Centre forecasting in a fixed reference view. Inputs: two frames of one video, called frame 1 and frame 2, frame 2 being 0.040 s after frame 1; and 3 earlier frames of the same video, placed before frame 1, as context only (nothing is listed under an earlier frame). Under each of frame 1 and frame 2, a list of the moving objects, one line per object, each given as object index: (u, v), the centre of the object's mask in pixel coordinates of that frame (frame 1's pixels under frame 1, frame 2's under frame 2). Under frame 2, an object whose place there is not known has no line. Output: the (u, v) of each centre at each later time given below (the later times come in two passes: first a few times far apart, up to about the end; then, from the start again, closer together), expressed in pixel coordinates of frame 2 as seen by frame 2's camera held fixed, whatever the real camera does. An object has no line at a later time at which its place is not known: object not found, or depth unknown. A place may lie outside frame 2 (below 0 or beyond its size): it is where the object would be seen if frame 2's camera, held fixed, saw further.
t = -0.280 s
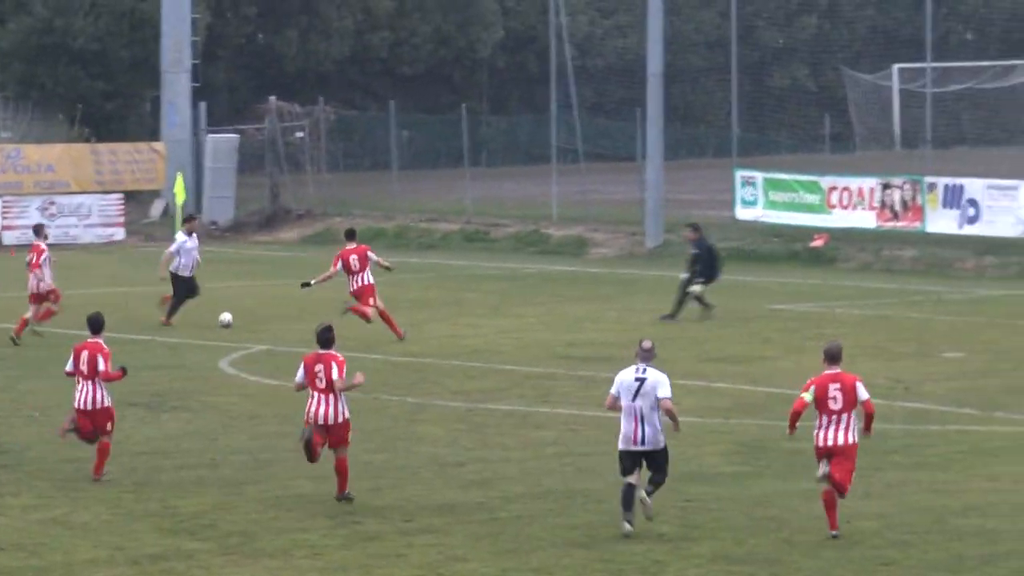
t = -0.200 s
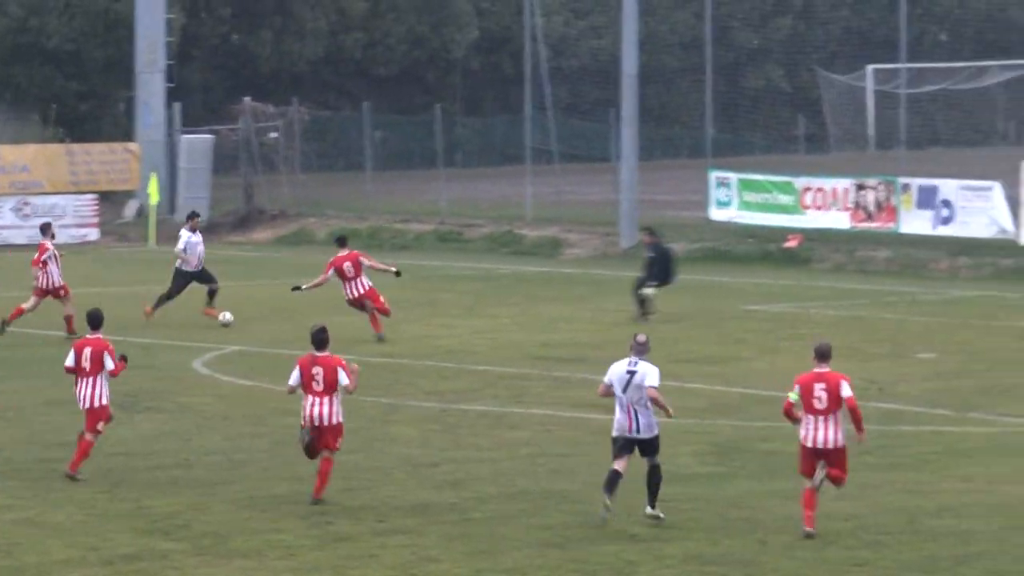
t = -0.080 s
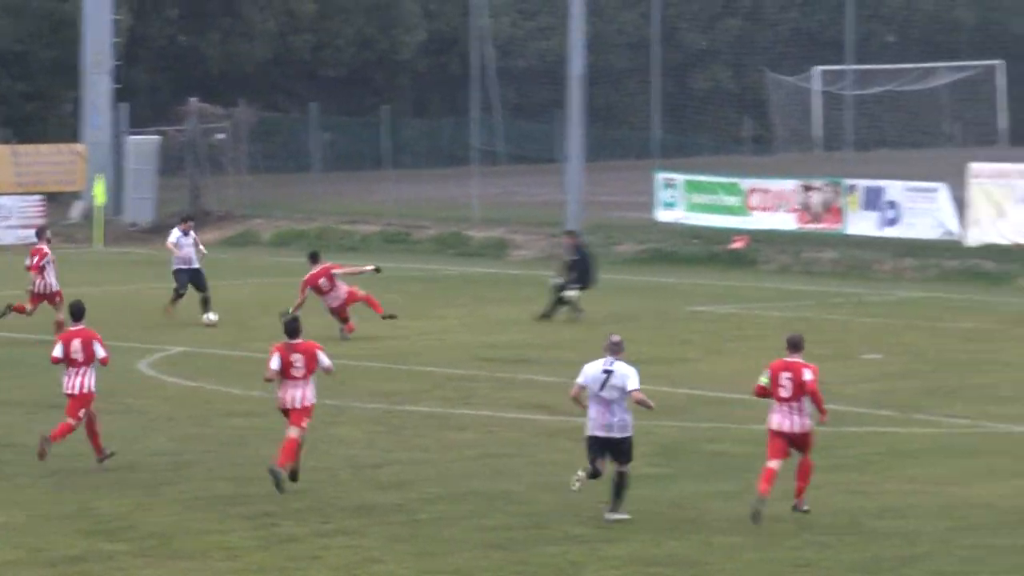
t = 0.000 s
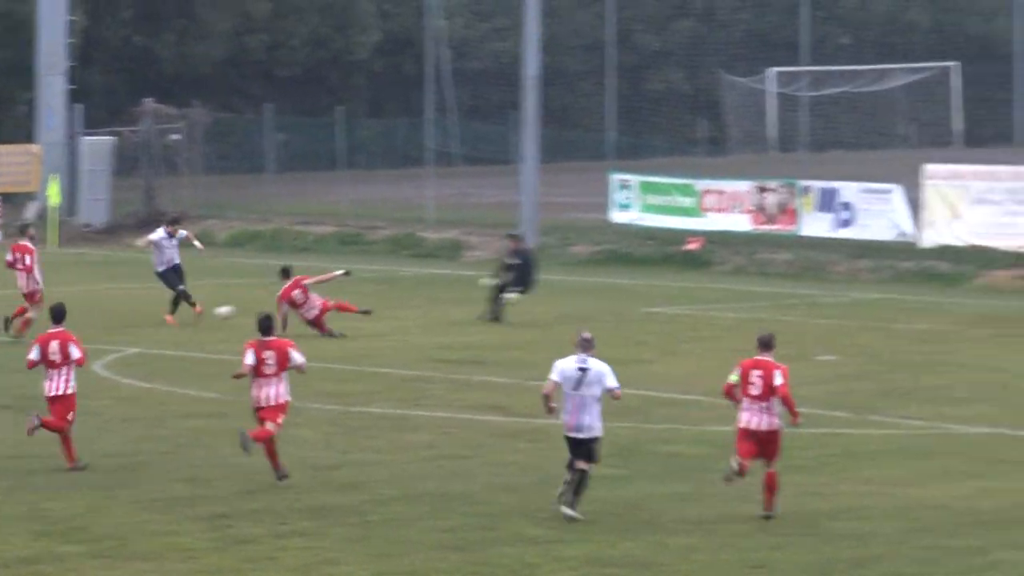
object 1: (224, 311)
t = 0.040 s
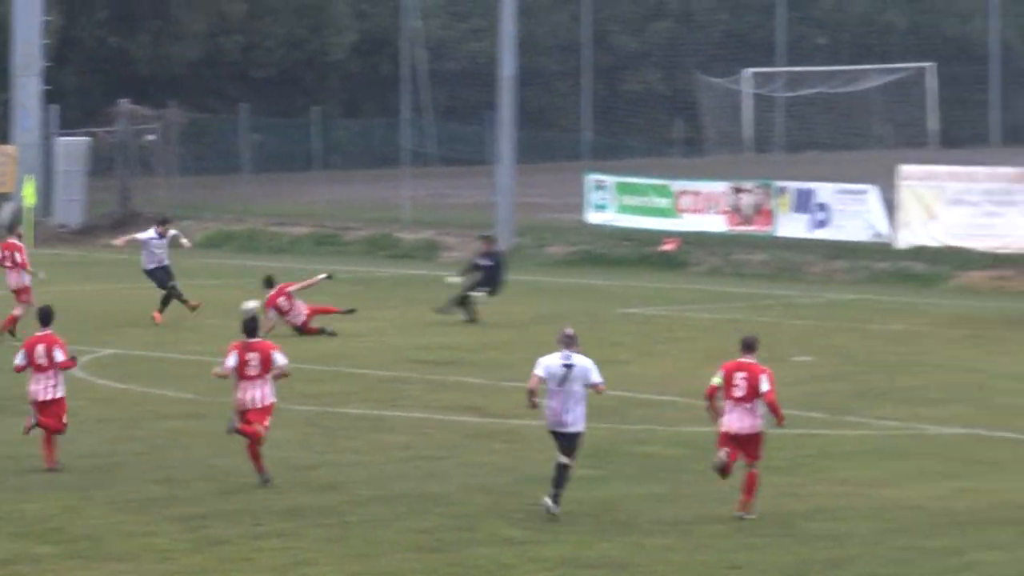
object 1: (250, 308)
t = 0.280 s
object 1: (533, 306)
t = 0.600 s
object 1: (807, 314)
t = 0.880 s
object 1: (1023, 324)
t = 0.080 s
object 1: (310, 299)
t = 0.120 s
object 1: (357, 297)
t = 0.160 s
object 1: (408, 294)
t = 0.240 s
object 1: (495, 300)
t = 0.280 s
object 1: (533, 306)
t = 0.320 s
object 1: (571, 313)
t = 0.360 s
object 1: (608, 320)
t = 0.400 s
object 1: (649, 322)
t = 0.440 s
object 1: (677, 320)
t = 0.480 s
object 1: (709, 316)
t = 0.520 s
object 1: (741, 314)
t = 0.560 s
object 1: (773, 313)
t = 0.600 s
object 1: (807, 314)
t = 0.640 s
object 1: (838, 315)
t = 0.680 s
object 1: (878, 317)
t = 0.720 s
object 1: (903, 321)
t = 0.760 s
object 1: (935, 327)
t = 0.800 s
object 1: (967, 331)
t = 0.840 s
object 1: (995, 327)
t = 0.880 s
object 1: (1023, 324)
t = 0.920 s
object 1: (1051, 322)
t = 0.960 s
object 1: (1080, 323)
